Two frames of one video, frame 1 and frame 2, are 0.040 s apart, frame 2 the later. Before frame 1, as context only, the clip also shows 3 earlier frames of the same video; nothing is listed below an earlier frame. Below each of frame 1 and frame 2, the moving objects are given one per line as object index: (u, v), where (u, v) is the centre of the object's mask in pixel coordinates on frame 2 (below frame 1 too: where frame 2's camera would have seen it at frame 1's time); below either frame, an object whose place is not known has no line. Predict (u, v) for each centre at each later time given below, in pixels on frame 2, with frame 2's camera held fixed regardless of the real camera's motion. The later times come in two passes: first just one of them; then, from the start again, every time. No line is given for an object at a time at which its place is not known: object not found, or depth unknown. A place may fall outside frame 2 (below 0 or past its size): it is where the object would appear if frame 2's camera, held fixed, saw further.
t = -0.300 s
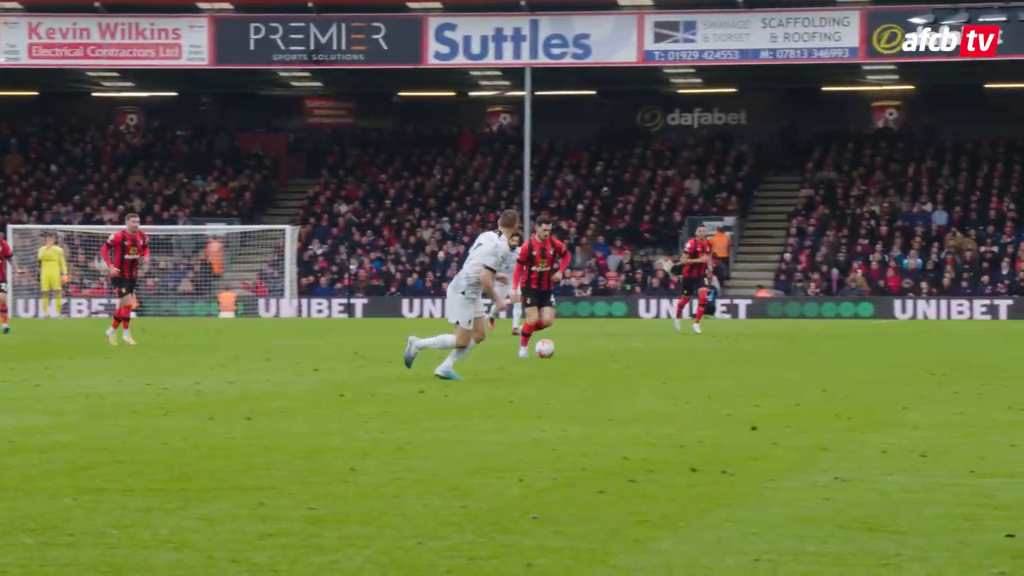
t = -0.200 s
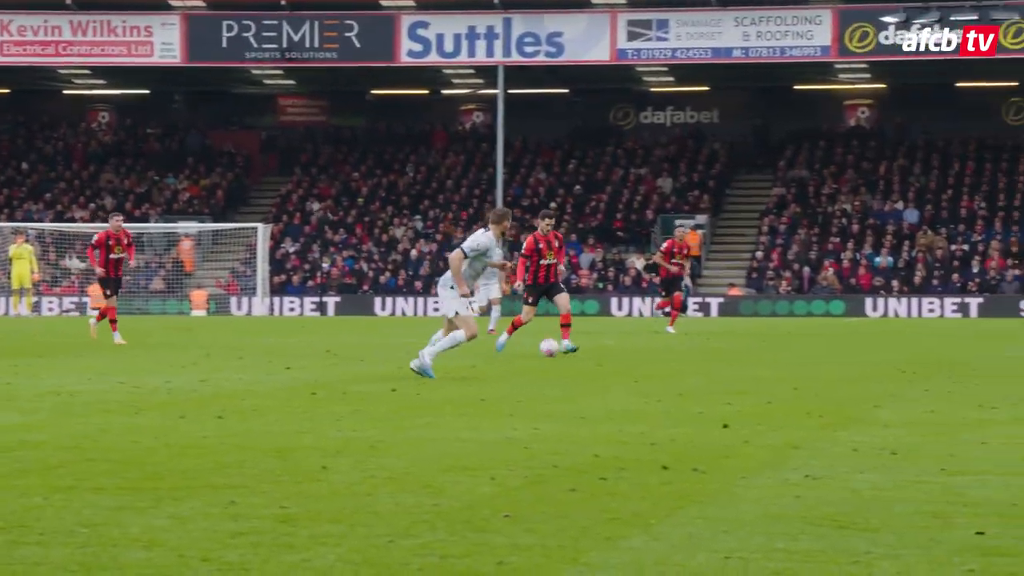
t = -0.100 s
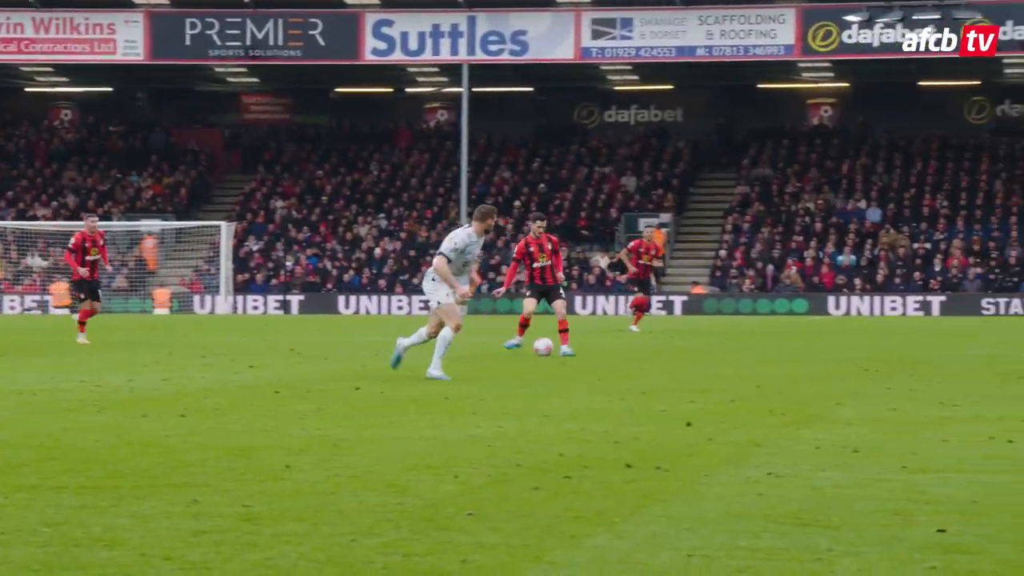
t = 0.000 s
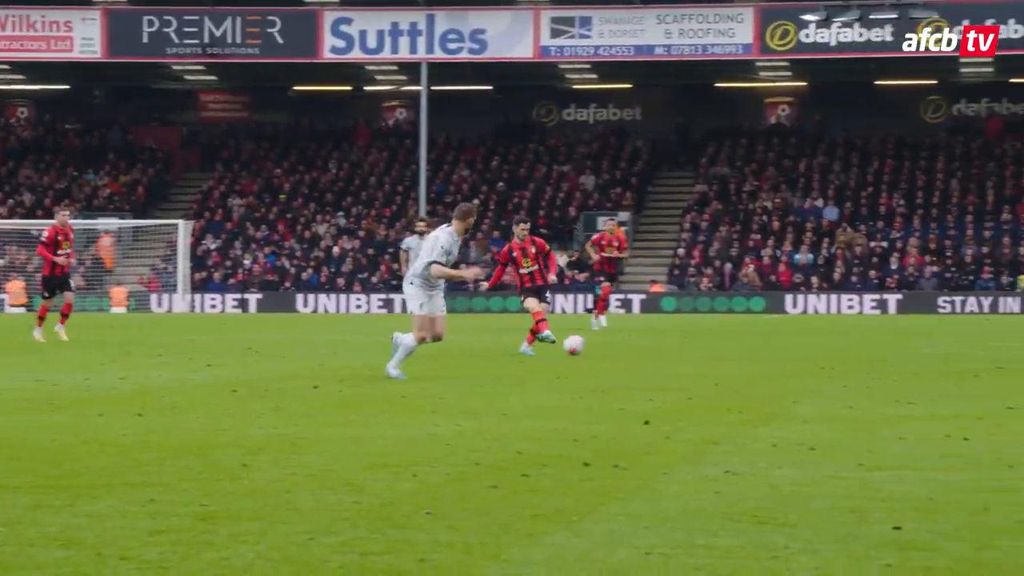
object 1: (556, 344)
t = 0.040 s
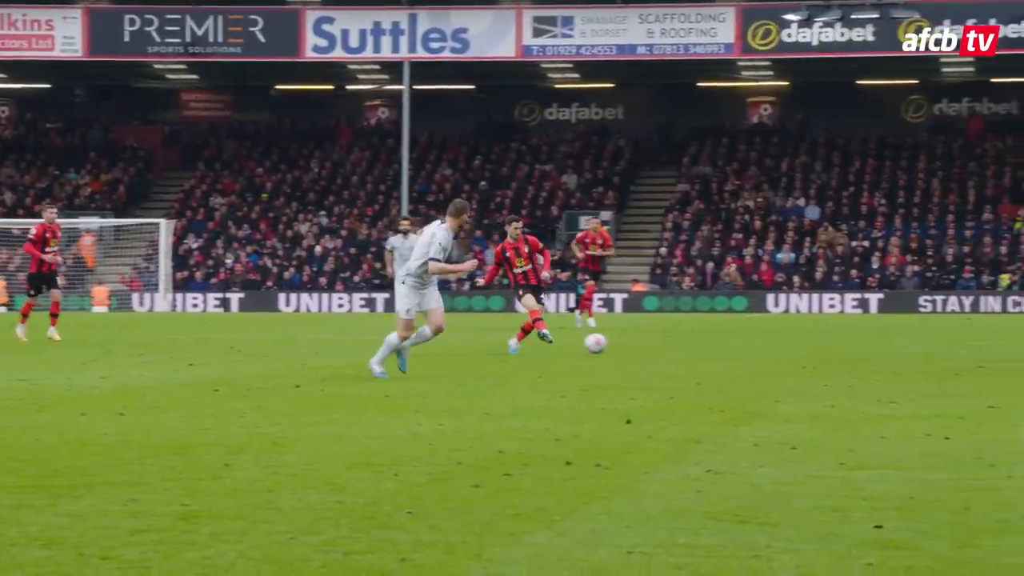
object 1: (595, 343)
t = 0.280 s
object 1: (830, 349)
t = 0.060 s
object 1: (615, 343)
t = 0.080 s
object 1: (635, 344)
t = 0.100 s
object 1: (654, 345)
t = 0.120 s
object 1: (673, 347)
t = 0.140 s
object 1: (693, 350)
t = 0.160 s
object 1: (714, 352)
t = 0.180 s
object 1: (733, 352)
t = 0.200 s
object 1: (752, 351)
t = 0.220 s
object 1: (771, 350)
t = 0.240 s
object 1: (790, 349)
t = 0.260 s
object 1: (810, 349)
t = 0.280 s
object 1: (830, 349)
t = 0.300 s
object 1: (851, 351)
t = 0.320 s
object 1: (872, 353)
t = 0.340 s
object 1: (892, 355)
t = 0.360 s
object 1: (913, 356)
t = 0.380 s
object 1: (934, 355)
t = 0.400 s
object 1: (955, 354)
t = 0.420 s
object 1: (975, 353)
